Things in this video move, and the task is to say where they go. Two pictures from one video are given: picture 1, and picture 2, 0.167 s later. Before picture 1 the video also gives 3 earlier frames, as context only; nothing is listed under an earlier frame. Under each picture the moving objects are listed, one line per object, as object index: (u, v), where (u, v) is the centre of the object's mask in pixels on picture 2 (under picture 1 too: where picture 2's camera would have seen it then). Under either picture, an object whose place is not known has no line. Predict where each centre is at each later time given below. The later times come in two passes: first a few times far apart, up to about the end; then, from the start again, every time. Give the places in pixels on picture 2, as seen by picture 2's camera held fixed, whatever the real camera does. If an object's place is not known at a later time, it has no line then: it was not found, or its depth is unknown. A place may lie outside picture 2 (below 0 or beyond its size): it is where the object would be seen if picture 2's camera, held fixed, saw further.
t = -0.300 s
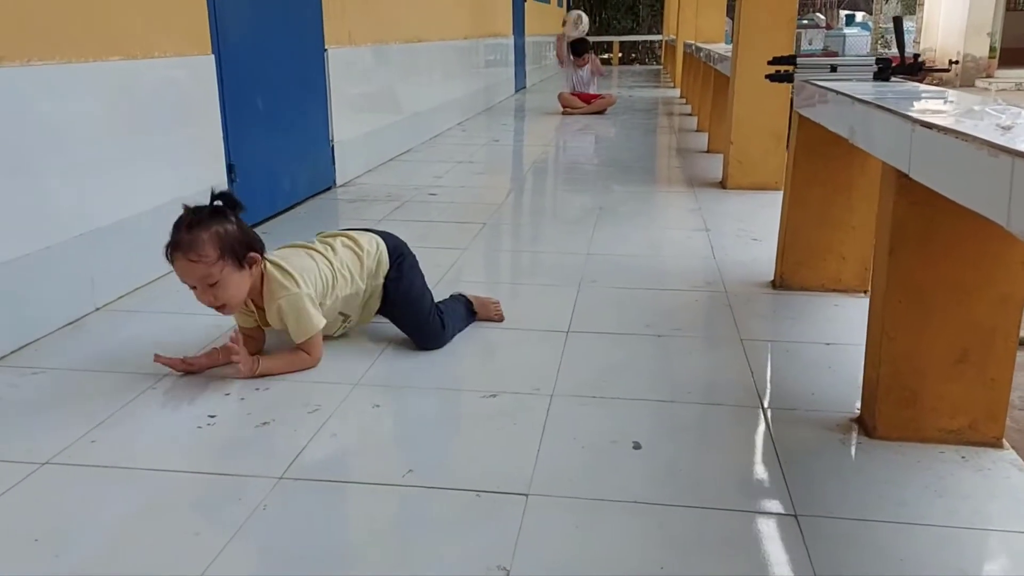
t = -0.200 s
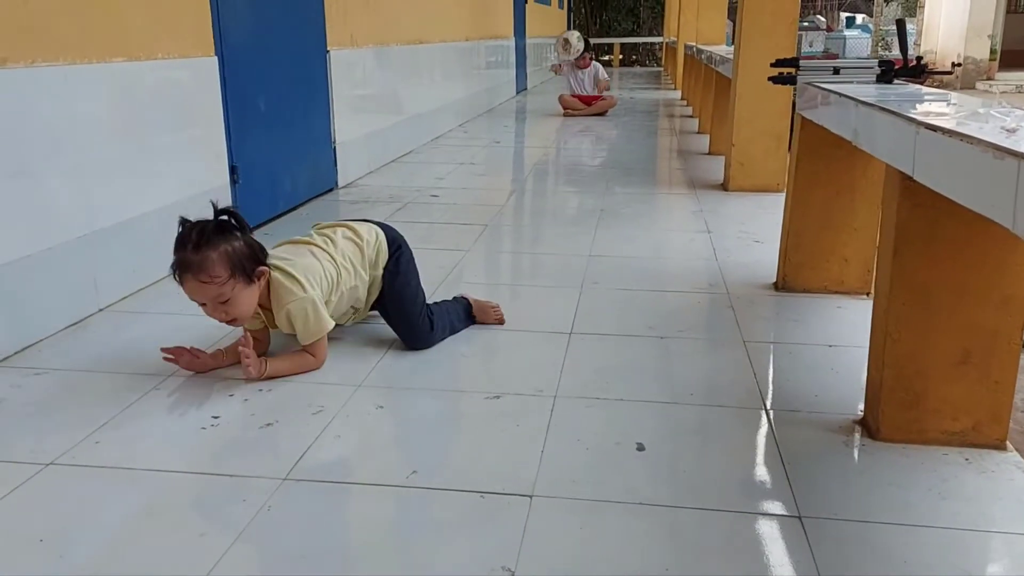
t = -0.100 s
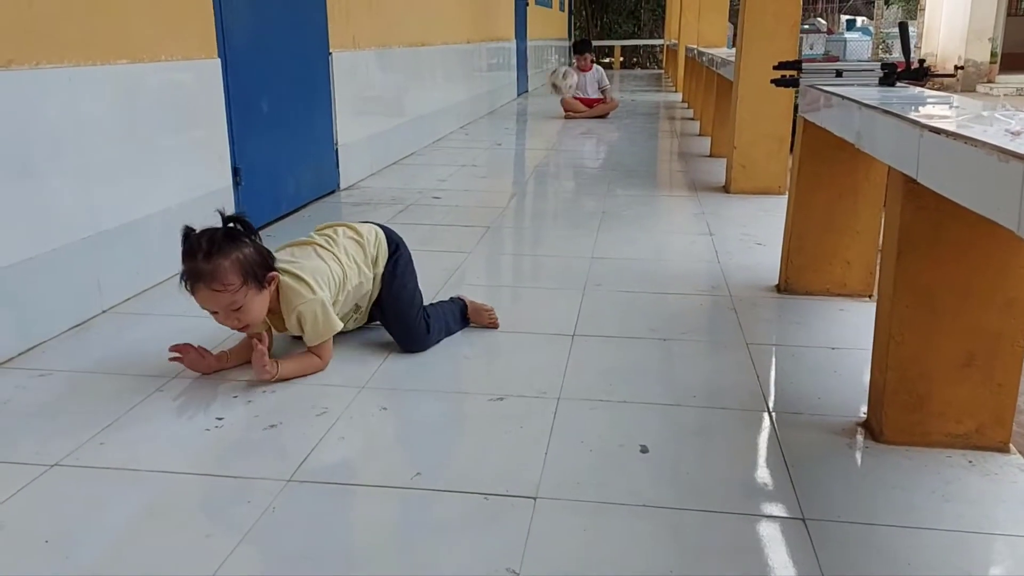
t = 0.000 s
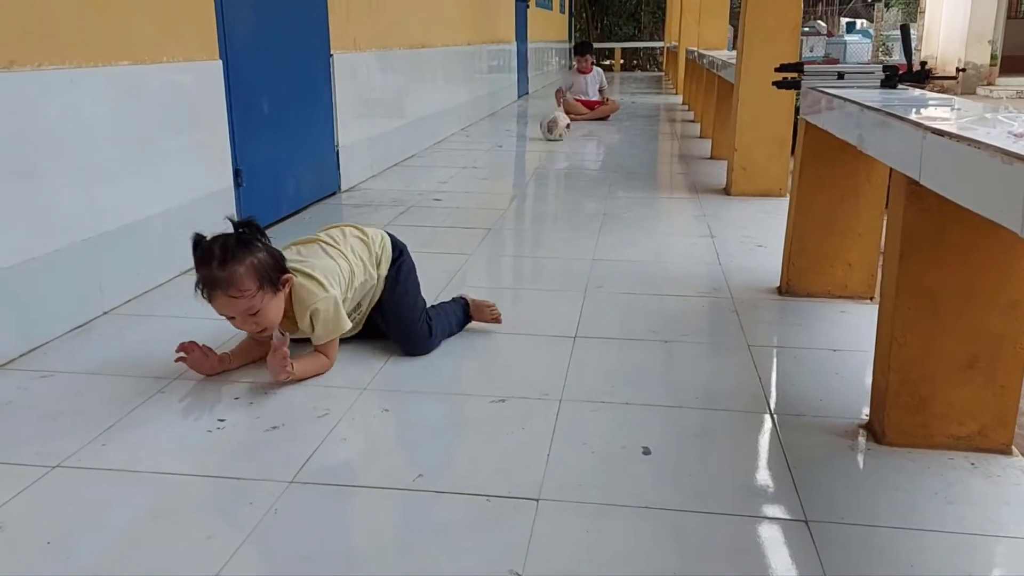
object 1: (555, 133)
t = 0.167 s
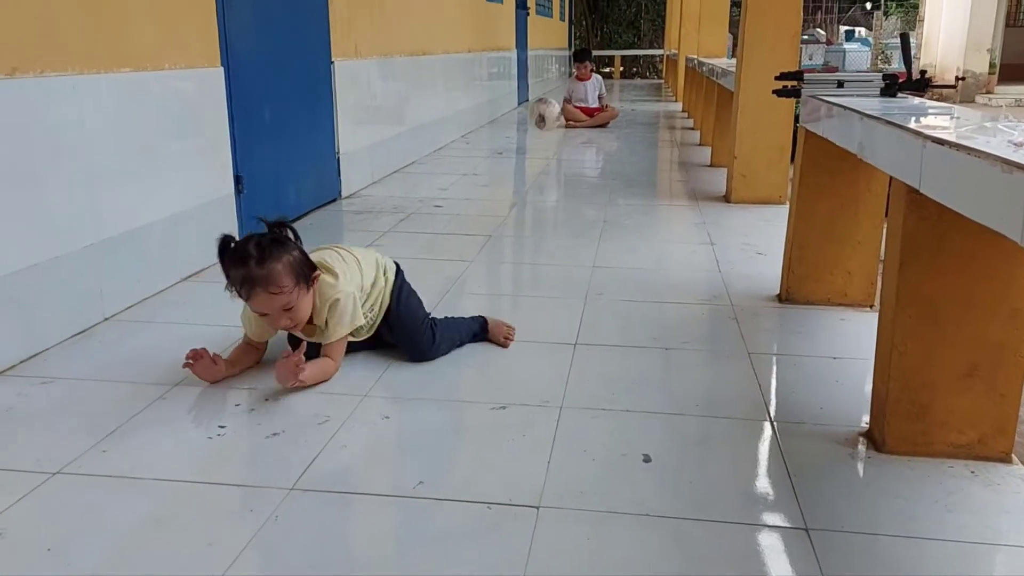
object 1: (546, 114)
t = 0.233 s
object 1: (541, 116)
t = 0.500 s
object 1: (519, 140)
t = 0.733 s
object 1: (499, 155)
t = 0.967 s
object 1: (477, 167)
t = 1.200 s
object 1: (453, 180)
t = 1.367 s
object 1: (435, 190)
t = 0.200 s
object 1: (543, 114)
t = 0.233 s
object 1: (541, 116)
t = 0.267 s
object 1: (538, 121)
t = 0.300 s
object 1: (536, 127)
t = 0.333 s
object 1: (534, 137)
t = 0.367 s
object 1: (530, 146)
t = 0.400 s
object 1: (528, 145)
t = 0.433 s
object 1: (525, 141)
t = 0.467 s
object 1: (522, 140)
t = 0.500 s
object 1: (519, 140)
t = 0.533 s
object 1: (516, 142)
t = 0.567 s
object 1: (513, 146)
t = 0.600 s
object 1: (510, 153)
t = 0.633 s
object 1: (507, 154)
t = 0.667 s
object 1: (504, 152)
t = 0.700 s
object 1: (501, 153)
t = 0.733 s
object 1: (499, 155)
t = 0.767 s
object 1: (496, 159)
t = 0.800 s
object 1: (493, 162)
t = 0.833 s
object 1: (490, 161)
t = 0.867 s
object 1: (486, 164)
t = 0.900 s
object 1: (483, 166)
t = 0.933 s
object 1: (480, 167)
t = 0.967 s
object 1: (477, 167)
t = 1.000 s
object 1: (474, 170)
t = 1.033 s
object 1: (471, 173)
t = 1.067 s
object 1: (468, 173)
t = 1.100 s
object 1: (464, 175)
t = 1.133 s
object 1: (461, 177)
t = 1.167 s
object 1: (457, 179)
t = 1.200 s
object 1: (453, 180)
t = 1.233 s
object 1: (449, 183)
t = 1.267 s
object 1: (446, 184)
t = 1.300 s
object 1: (442, 186)
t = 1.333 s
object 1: (439, 188)
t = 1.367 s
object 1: (435, 190)
